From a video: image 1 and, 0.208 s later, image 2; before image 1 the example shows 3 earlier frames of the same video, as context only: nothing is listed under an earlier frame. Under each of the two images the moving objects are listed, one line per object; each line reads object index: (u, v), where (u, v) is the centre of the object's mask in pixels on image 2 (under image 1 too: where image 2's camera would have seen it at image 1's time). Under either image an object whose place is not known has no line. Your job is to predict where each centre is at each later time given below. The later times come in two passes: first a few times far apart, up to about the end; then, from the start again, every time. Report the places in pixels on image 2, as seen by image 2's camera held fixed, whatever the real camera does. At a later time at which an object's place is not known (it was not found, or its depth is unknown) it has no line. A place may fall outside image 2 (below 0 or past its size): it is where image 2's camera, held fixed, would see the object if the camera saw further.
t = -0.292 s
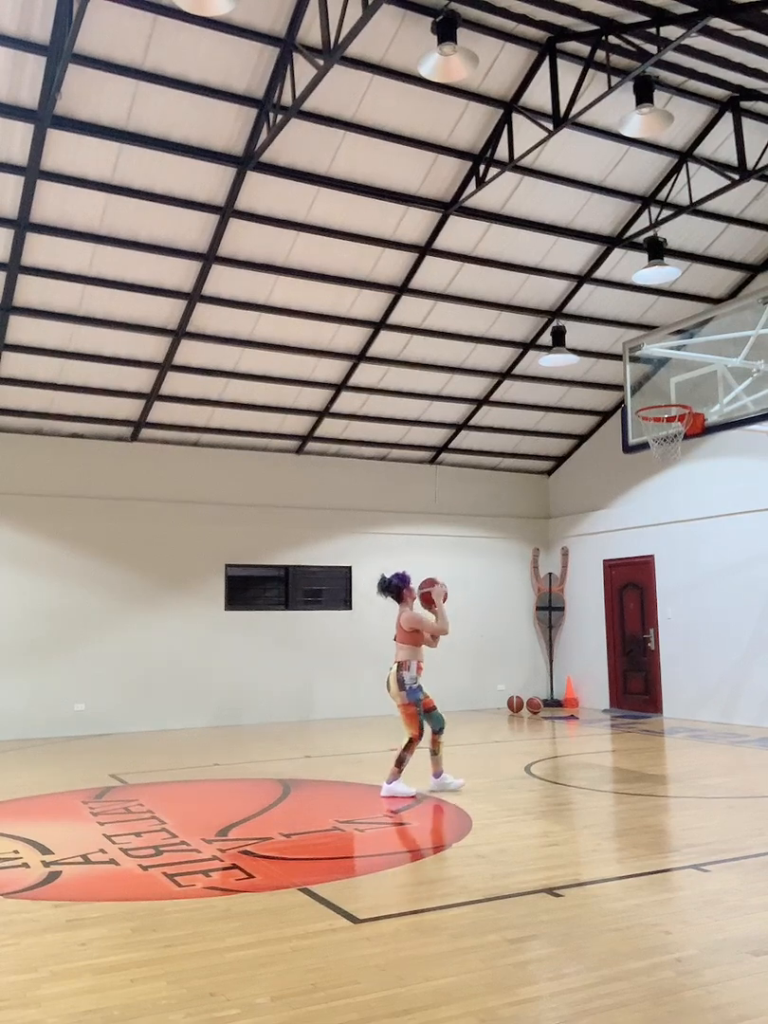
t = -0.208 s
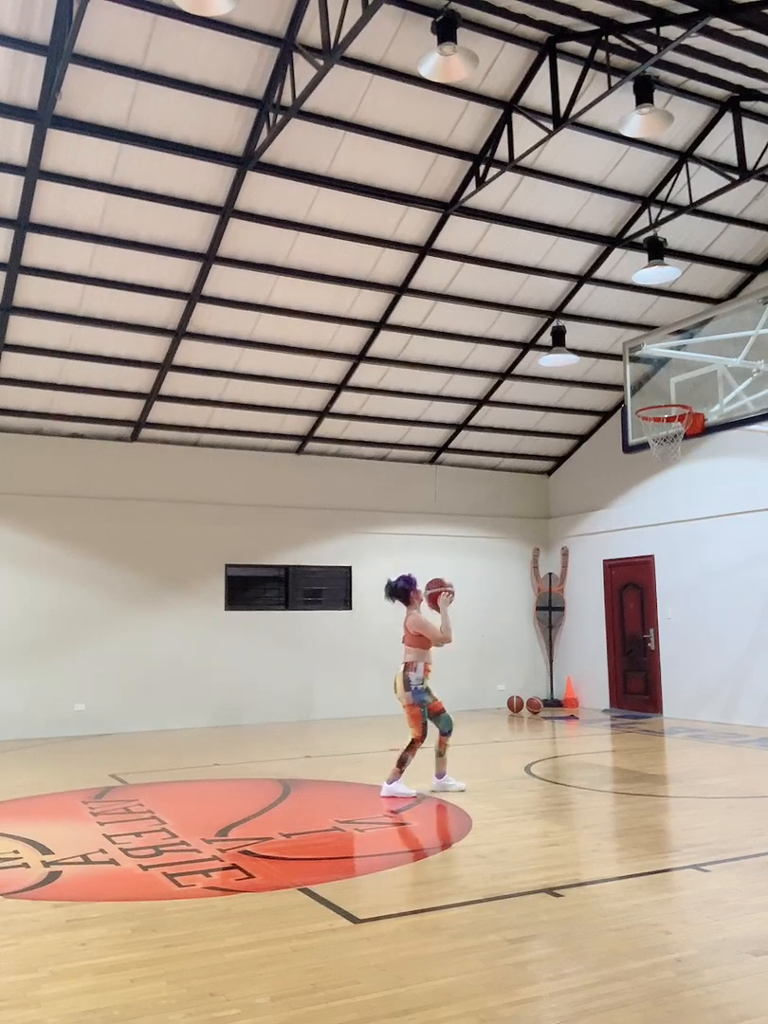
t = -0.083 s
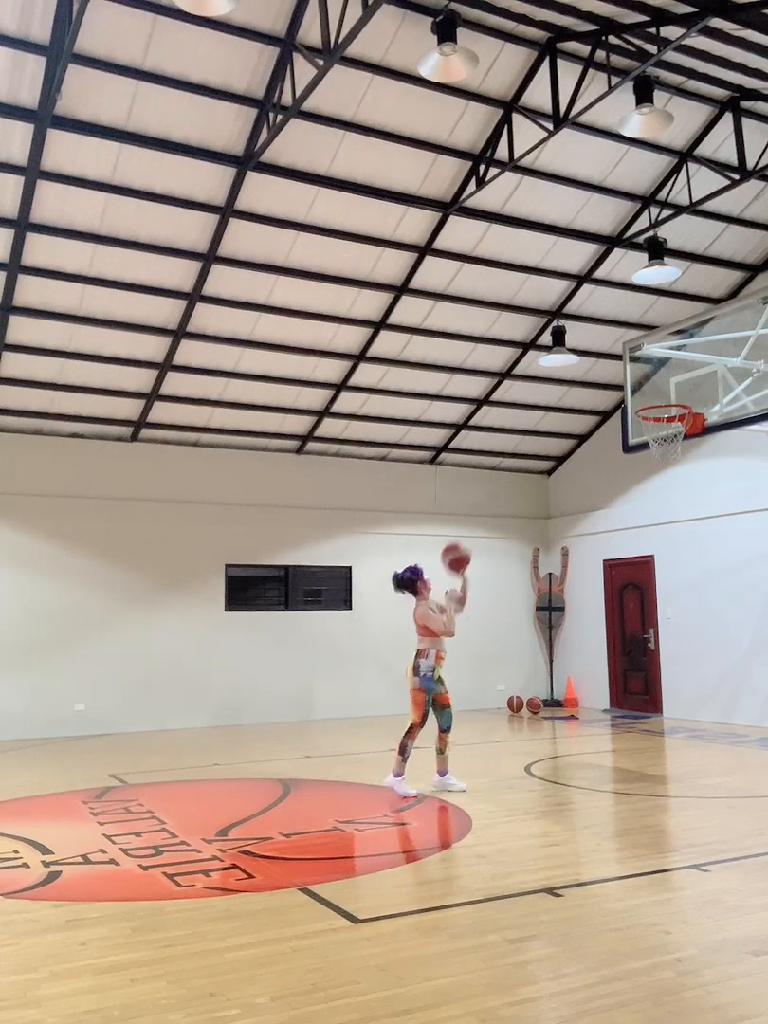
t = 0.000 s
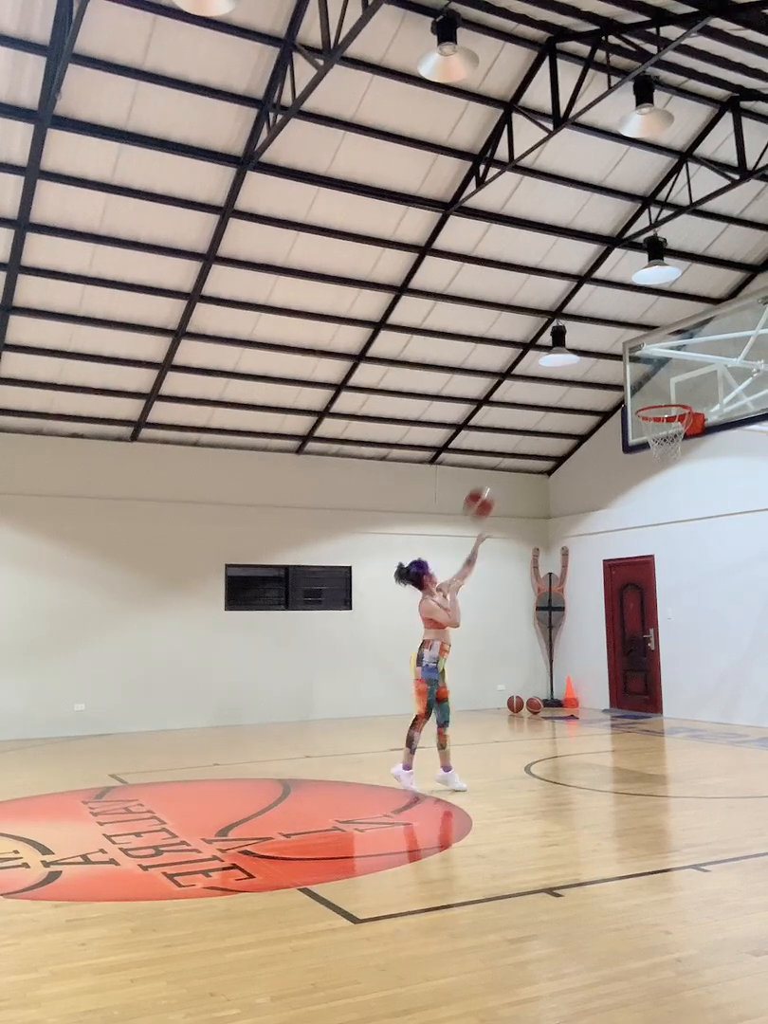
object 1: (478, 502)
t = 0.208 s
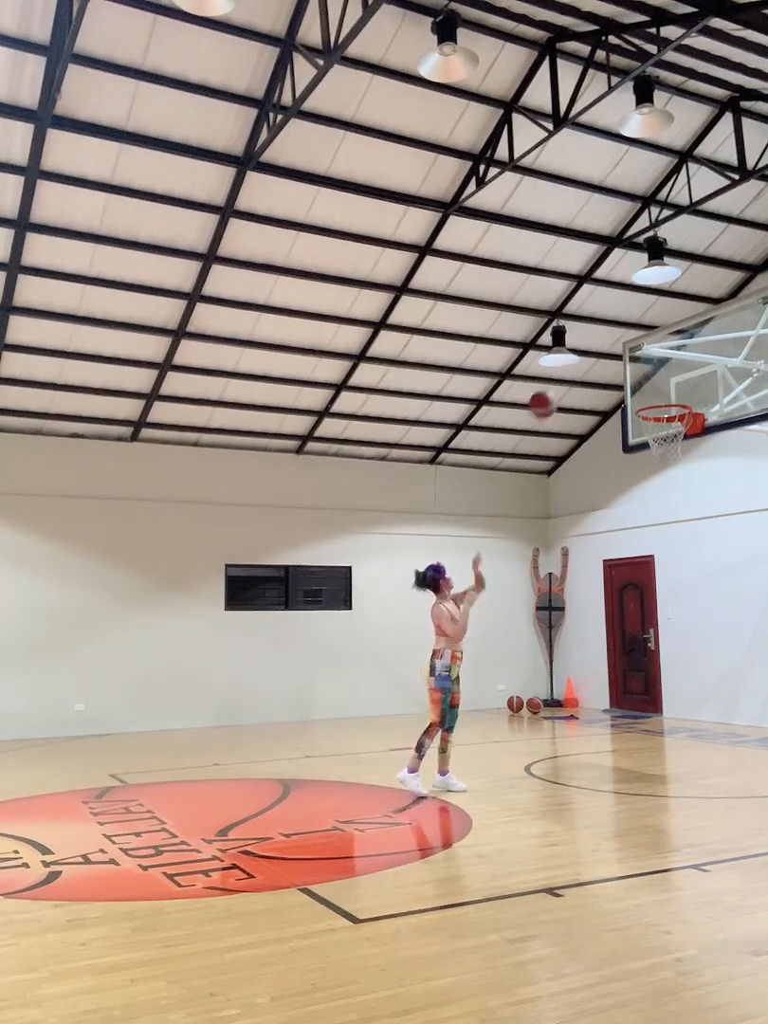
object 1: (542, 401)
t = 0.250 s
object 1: (555, 390)
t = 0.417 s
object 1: (602, 360)
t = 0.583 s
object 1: (648, 362)
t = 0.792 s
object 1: (674, 394)
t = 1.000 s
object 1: (649, 433)
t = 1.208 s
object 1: (656, 448)
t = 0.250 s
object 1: (555, 390)
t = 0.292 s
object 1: (566, 380)
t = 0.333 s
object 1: (578, 372)
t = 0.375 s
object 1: (590, 363)
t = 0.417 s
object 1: (602, 360)
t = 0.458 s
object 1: (613, 357)
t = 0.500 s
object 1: (624, 357)
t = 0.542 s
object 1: (637, 359)
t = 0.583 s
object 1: (648, 362)
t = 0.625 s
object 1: (661, 367)
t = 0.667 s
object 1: (669, 372)
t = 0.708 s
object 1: (681, 381)
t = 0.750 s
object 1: (681, 388)
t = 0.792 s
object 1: (674, 394)
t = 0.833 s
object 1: (666, 404)
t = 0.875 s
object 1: (661, 414)
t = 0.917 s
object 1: (653, 428)
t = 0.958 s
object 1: (650, 433)
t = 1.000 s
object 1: (649, 433)
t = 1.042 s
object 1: (649, 433)
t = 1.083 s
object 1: (650, 434)
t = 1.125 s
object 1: (651, 438)
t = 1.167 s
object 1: (654, 442)
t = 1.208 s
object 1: (656, 448)
